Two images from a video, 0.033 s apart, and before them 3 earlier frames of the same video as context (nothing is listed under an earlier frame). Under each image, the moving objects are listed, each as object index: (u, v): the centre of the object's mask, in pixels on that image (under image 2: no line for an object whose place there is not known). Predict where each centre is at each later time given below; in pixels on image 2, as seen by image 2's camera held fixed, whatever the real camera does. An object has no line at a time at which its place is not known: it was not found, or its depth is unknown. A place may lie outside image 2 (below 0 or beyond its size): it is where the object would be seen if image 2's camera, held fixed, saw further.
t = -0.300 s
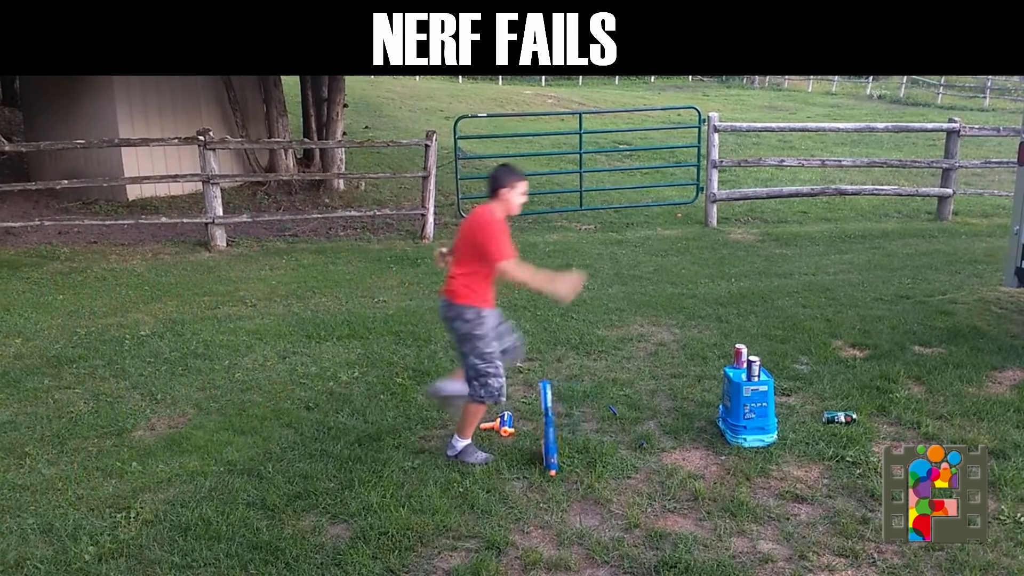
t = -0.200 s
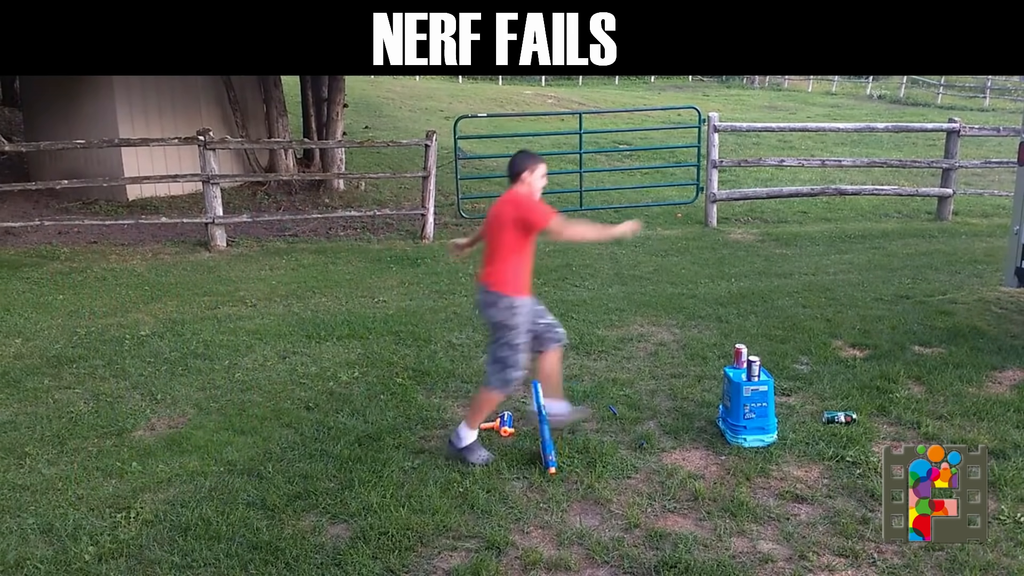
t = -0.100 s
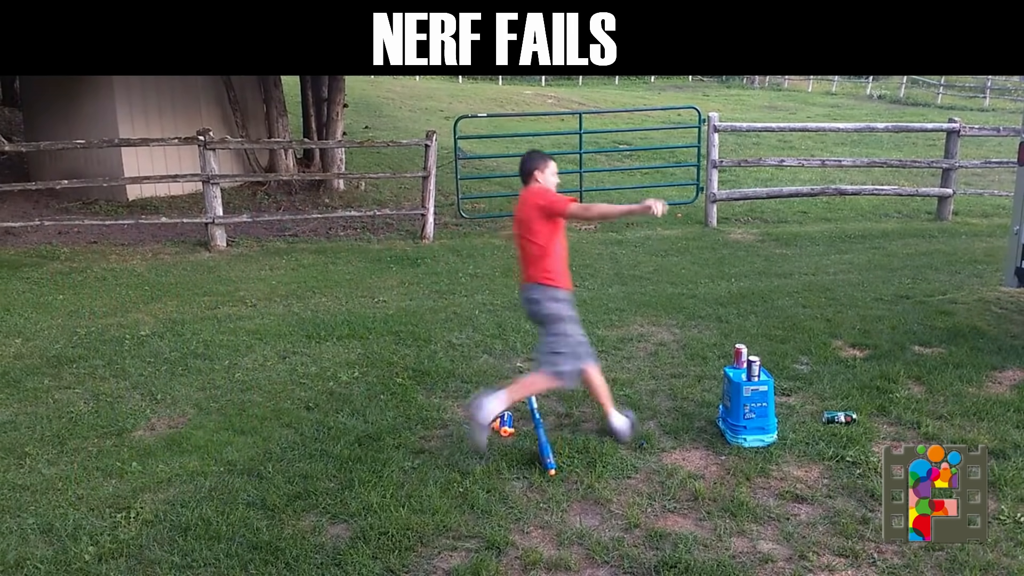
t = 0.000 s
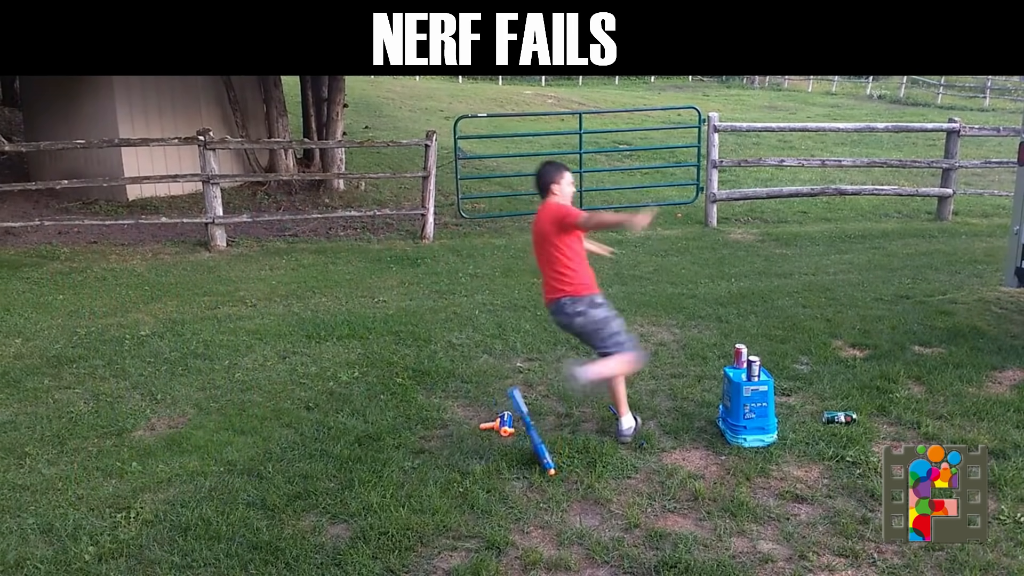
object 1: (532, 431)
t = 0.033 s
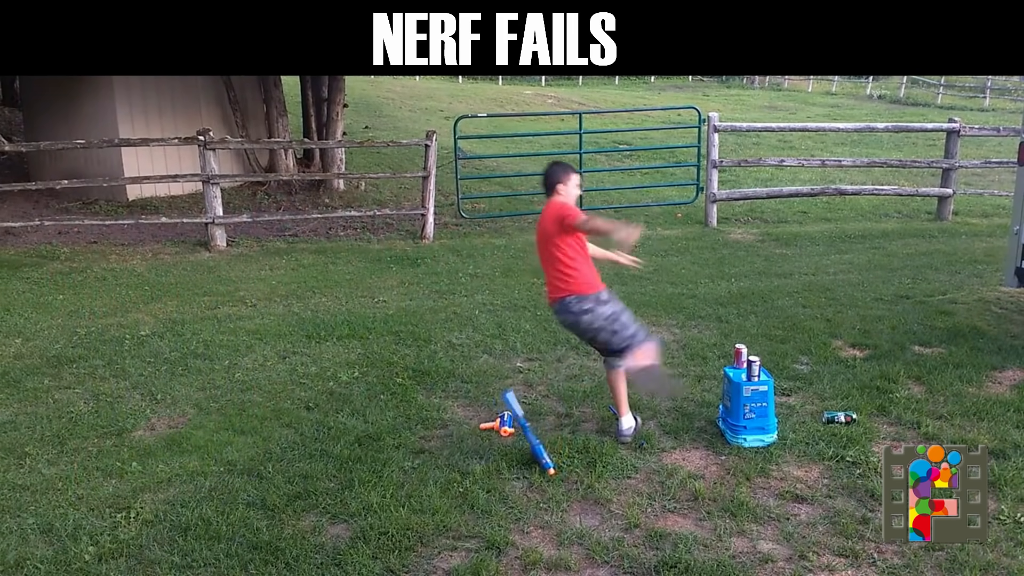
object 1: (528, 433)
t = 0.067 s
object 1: (525, 435)
